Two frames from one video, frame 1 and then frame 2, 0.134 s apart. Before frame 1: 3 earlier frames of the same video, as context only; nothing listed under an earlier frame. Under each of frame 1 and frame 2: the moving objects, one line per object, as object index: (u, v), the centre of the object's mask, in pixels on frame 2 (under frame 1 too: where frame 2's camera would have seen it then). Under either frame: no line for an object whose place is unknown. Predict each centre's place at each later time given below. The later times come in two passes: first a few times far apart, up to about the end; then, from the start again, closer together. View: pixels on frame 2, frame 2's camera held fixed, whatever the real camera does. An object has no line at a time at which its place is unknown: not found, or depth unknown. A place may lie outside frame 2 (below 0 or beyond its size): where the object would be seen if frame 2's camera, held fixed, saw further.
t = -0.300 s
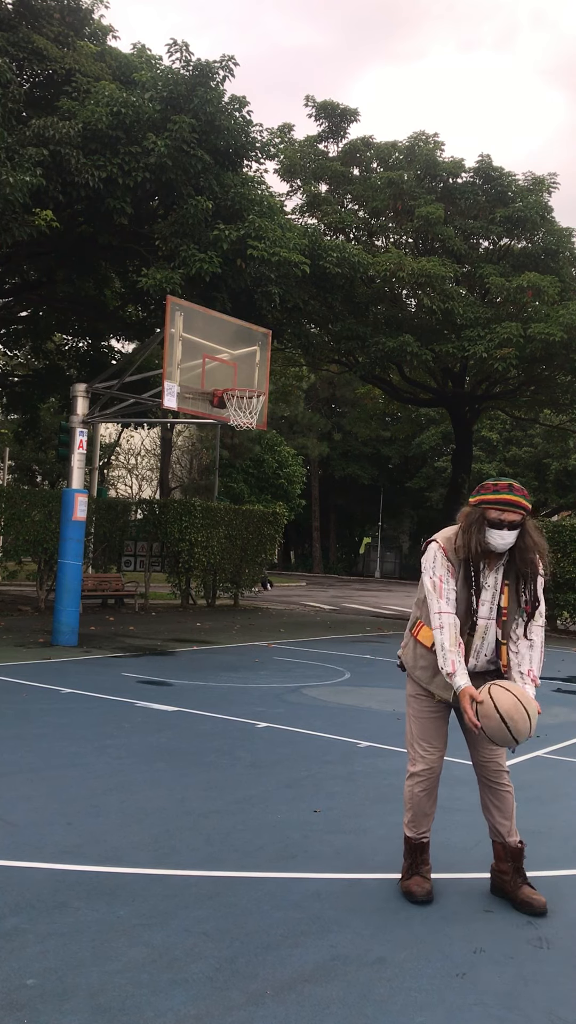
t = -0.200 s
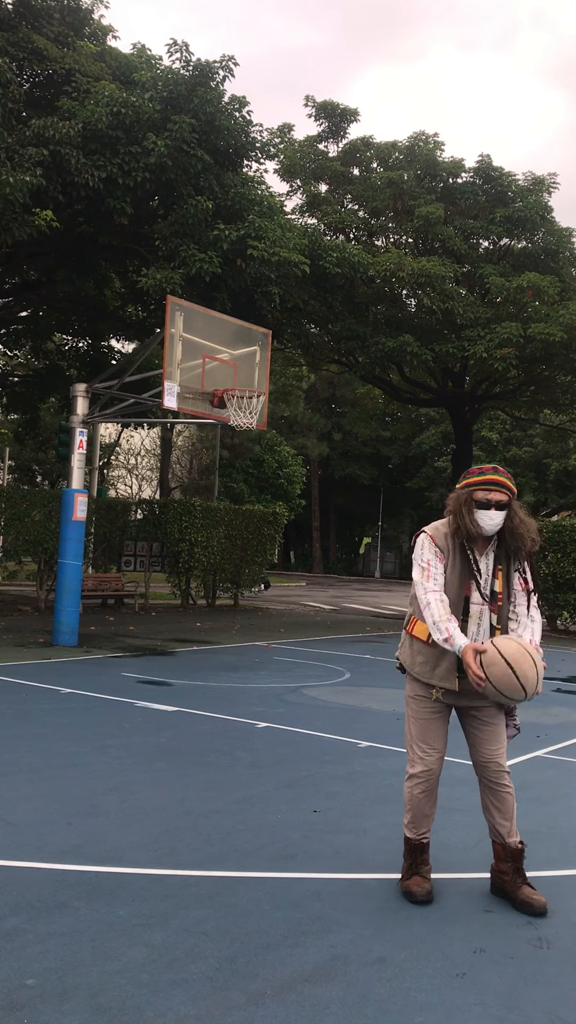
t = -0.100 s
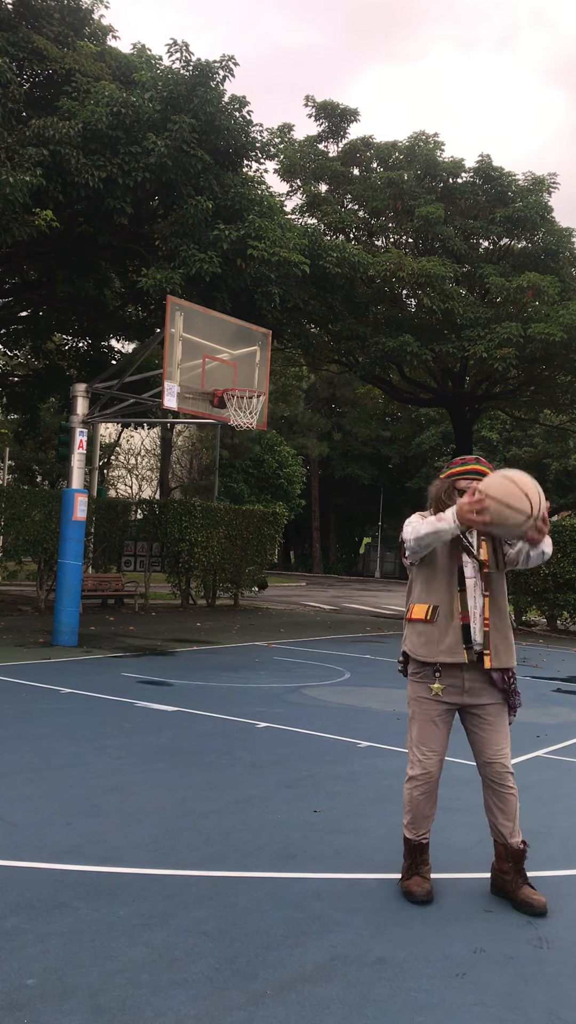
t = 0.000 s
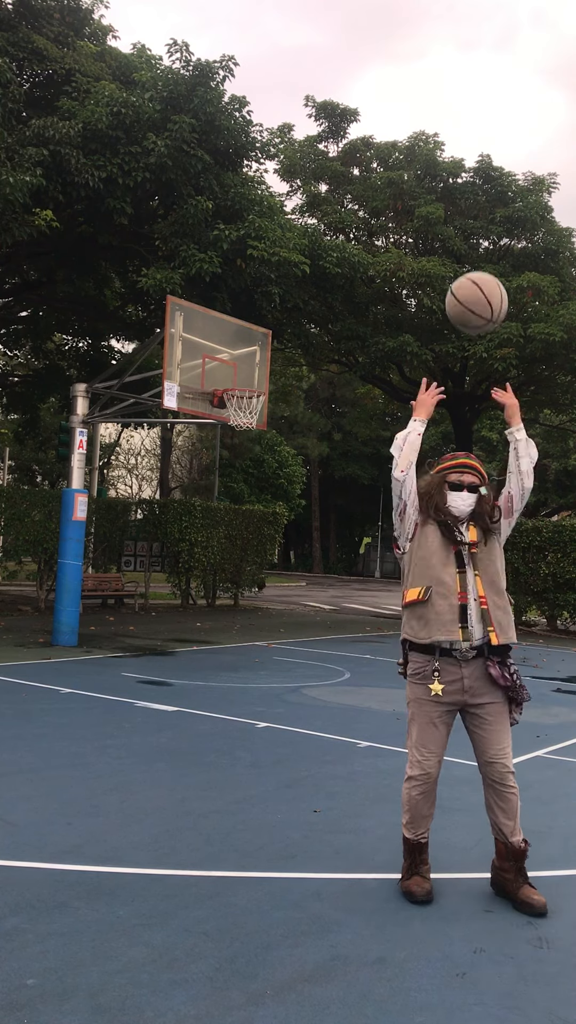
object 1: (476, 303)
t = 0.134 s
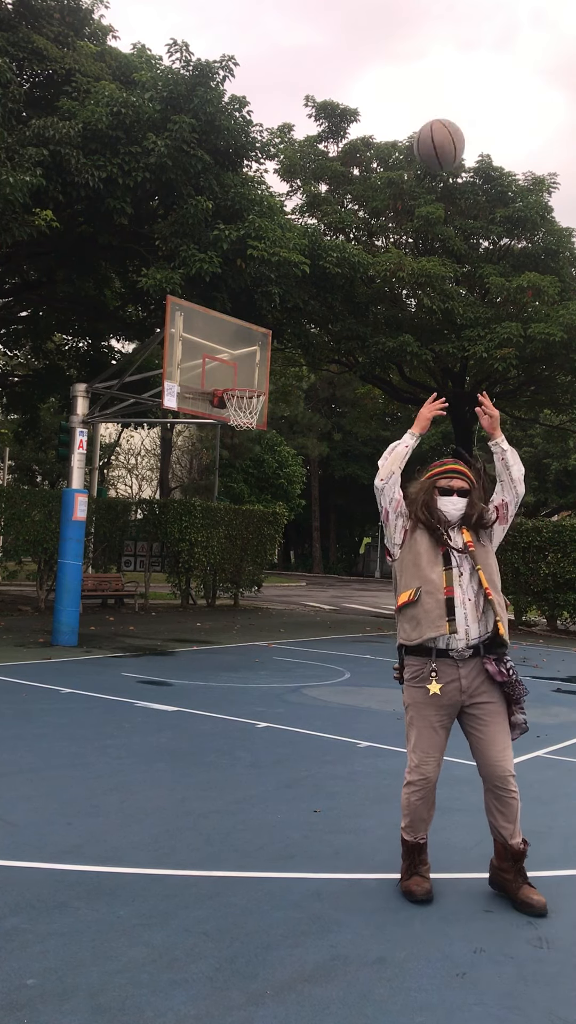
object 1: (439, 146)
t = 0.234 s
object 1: (417, 77)
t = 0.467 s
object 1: (378, 18)
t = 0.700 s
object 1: (350, 41)
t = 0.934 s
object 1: (326, 115)
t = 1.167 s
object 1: (305, 220)
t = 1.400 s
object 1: (287, 351)
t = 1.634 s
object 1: (271, 494)
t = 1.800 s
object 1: (260, 602)
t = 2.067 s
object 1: (259, 551)
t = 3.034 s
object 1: (252, 553)
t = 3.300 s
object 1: (247, 607)
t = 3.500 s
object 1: (249, 564)
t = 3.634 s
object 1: (250, 550)
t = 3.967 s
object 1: (248, 558)
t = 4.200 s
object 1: (245, 599)
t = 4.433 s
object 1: (245, 589)
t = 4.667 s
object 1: (245, 573)
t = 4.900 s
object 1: (243, 585)
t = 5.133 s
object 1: (240, 603)
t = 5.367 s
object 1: (241, 586)
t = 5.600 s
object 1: (239, 592)
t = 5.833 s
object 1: (238, 599)
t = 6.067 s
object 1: (238, 592)
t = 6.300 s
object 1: (237, 604)
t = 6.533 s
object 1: (237, 595)
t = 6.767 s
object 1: (236, 603)
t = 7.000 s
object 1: (235, 599)
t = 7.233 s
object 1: (232, 602)
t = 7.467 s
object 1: (229, 601)
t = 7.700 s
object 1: (226, 599)
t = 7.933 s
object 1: (223, 601)
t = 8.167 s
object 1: (220, 600)
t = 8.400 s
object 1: (217, 601)
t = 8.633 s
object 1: (215, 600)
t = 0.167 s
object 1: (431, 119)
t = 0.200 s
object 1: (424, 96)
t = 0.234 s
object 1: (417, 77)
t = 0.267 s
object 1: (411, 61)
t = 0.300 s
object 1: (405, 48)
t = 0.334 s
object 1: (399, 37)
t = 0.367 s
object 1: (394, 29)
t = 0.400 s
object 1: (388, 23)
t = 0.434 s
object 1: (383, 19)
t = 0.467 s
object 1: (378, 18)
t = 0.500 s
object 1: (374, 17)
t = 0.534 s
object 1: (369, 18)
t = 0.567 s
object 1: (365, 19)
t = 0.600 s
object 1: (361, 23)
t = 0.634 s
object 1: (357, 28)
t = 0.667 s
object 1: (353, 34)
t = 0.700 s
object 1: (350, 41)
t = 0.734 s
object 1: (346, 50)
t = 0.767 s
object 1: (342, 58)
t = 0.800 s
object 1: (339, 68)
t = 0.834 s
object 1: (335, 79)
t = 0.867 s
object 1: (332, 90)
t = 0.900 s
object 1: (329, 103)
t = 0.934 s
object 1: (326, 115)
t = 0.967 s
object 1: (323, 128)
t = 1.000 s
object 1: (320, 142)
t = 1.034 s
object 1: (316, 157)
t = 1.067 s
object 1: (313, 173)
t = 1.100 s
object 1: (311, 189)
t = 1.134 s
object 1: (308, 204)
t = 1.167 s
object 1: (305, 220)
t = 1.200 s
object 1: (303, 238)
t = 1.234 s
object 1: (300, 256)
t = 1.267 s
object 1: (298, 274)
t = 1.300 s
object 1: (295, 293)
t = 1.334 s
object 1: (292, 312)
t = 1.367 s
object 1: (290, 331)
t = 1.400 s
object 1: (287, 351)
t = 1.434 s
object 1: (285, 370)
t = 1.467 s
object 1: (283, 390)
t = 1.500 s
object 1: (280, 411)
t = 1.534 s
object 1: (278, 430)
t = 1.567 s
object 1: (275, 451)
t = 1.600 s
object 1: (273, 472)
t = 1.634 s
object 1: (271, 494)
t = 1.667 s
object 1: (268, 514)
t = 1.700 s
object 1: (266, 536)
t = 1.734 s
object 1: (264, 558)
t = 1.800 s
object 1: (260, 602)
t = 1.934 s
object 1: (257, 606)
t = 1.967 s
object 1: (258, 590)
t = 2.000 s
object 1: (258, 576)
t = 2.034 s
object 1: (258, 564)
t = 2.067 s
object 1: (259, 551)
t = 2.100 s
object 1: (259, 540)
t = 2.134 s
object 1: (260, 530)
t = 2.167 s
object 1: (260, 521)
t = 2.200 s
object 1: (260, 512)
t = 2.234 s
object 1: (260, 505)
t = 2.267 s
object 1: (260, 498)
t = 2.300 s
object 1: (260, 493)
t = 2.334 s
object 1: (260, 488)
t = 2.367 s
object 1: (260, 484)
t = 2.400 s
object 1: (260, 480)
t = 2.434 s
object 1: (260, 478)
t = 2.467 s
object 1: (260, 476)
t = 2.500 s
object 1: (260, 476)
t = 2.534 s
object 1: (259, 475)
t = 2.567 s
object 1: (259, 476)
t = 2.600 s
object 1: (259, 477)
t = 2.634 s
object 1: (259, 479)
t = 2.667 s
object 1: (258, 481)
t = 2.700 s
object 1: (258, 485)
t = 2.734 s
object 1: (257, 488)
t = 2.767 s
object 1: (257, 493)
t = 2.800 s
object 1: (256, 498)
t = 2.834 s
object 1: (256, 504)
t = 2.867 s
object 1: (255, 511)
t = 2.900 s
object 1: (255, 518)
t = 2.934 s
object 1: (254, 526)
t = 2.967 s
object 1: (253, 534)
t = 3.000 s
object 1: (252, 543)
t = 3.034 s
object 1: (252, 553)
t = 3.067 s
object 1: (251, 563)
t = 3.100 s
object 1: (250, 574)
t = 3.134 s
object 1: (249, 586)
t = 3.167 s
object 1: (248, 598)
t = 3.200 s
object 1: (247, 609)
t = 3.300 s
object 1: (247, 607)
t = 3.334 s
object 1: (248, 598)
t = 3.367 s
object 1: (248, 590)
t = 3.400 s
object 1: (248, 583)
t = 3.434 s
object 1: (249, 576)
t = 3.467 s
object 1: (249, 569)
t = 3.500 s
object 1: (249, 564)
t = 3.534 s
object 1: (249, 559)
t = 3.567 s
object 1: (249, 556)
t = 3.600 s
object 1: (250, 552)
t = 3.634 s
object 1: (250, 550)
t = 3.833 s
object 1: (249, 547)
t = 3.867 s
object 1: (249, 549)
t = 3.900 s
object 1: (249, 552)
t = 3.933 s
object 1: (248, 555)
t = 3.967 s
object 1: (248, 558)
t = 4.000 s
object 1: (248, 562)
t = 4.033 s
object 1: (247, 567)
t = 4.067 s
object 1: (247, 573)
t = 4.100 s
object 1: (247, 579)
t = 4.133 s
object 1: (246, 585)
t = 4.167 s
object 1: (246, 592)
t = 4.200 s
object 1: (245, 599)
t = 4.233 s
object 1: (244, 607)
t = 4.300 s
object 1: (244, 611)
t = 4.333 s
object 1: (245, 604)
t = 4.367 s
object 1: (244, 599)
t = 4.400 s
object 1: (245, 593)
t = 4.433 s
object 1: (245, 589)
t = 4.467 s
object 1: (245, 585)
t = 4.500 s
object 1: (245, 582)
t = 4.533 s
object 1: (245, 579)
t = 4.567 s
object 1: (245, 576)
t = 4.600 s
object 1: (245, 575)
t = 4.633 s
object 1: (245, 574)
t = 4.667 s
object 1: (245, 573)
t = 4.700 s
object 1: (245, 573)
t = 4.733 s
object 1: (244, 574)
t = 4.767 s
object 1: (244, 575)
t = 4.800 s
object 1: (244, 577)
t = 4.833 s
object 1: (243, 579)
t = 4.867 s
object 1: (243, 582)
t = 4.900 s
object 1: (243, 585)
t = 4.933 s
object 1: (243, 590)
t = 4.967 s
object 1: (242, 593)
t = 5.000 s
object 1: (243, 597)
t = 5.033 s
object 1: (242, 603)
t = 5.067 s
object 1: (241, 610)
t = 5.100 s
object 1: (241, 608)
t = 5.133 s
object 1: (240, 603)
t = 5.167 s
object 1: (241, 600)
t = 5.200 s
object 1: (240, 595)
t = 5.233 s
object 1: (241, 592)
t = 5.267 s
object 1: (241, 590)
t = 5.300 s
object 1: (241, 589)
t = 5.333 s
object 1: (241, 587)
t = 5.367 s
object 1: (241, 586)
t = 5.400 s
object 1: (241, 585)
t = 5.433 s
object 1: (241, 585)
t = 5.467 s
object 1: (240, 585)
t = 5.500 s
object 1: (240, 586)
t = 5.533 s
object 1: (240, 588)
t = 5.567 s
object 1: (240, 590)
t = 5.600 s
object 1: (239, 592)
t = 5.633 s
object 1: (238, 594)
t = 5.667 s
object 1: (238, 599)
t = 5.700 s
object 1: (238, 602)
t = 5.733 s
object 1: (238, 607)
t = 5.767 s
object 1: (238, 606)
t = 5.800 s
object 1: (238, 602)
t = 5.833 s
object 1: (238, 599)
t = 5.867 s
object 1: (238, 597)
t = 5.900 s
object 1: (238, 595)
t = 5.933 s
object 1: (238, 592)
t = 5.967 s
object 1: (238, 592)
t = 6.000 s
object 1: (239, 592)
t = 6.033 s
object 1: (239, 592)
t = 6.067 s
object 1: (238, 592)
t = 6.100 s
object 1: (238, 592)
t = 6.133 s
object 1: (237, 593)
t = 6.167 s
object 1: (237, 595)
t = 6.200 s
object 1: (237, 598)
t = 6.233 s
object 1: (237, 599)
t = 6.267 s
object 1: (237, 604)
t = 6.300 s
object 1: (237, 604)
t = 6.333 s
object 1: (237, 602)
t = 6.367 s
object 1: (237, 600)
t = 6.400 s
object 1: (237, 598)
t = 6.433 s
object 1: (237, 596)
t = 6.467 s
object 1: (237, 595)
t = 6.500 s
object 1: (237, 595)
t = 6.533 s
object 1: (237, 595)
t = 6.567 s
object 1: (237, 595)
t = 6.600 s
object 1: (237, 596)
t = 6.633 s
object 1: (236, 596)
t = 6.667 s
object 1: (237, 598)
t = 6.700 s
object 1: (236, 599)
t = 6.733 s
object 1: (236, 602)
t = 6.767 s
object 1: (236, 603)
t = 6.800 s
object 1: (236, 601)
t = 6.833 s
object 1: (236, 600)
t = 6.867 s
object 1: (236, 599)
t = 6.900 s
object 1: (236, 599)
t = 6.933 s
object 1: (235, 598)
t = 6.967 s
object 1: (235, 599)
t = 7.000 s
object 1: (235, 599)
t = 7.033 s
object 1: (234, 600)
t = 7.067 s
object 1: (234, 601)
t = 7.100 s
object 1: (233, 601)
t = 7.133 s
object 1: (233, 603)
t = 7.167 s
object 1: (232, 603)
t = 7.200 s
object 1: (232, 602)
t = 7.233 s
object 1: (232, 602)
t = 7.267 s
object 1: (232, 601)
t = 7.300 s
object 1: (231, 601)
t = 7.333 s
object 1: (230, 602)
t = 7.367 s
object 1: (229, 602)
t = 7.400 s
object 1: (229, 602)
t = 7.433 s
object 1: (229, 601)
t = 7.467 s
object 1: (229, 601)
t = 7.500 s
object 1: (229, 601)
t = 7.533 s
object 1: (228, 601)
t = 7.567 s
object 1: (228, 602)
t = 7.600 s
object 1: (228, 601)
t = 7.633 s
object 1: (227, 600)
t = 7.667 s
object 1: (227, 599)
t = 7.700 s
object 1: (226, 599)
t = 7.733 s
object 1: (225, 599)
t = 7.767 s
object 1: (225, 601)
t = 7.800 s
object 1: (224, 601)
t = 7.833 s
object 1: (224, 600)
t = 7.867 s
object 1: (223, 600)
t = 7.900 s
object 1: (223, 600)
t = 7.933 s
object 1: (223, 601)
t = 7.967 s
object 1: (222, 600)
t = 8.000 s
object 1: (222, 600)
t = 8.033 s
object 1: (221, 601)
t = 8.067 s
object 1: (221, 600)
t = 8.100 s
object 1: (221, 601)
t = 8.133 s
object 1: (220, 600)
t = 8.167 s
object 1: (220, 600)
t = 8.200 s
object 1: (219, 601)
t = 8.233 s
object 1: (219, 601)
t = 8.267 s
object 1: (219, 601)
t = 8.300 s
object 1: (219, 601)
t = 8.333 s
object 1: (218, 600)
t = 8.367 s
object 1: (217, 600)
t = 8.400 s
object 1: (217, 601)
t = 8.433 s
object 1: (217, 600)
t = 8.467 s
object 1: (217, 600)
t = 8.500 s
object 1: (216, 600)
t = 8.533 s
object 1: (216, 600)
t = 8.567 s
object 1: (216, 600)
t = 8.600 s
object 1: (216, 600)
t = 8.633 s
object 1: (215, 600)
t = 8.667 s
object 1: (215, 600)
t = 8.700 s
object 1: (214, 600)
